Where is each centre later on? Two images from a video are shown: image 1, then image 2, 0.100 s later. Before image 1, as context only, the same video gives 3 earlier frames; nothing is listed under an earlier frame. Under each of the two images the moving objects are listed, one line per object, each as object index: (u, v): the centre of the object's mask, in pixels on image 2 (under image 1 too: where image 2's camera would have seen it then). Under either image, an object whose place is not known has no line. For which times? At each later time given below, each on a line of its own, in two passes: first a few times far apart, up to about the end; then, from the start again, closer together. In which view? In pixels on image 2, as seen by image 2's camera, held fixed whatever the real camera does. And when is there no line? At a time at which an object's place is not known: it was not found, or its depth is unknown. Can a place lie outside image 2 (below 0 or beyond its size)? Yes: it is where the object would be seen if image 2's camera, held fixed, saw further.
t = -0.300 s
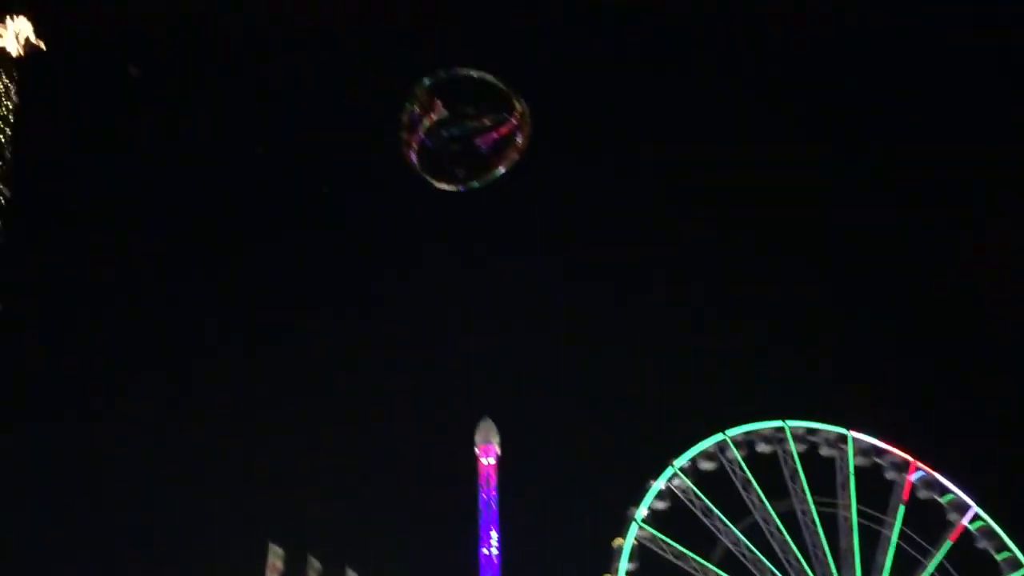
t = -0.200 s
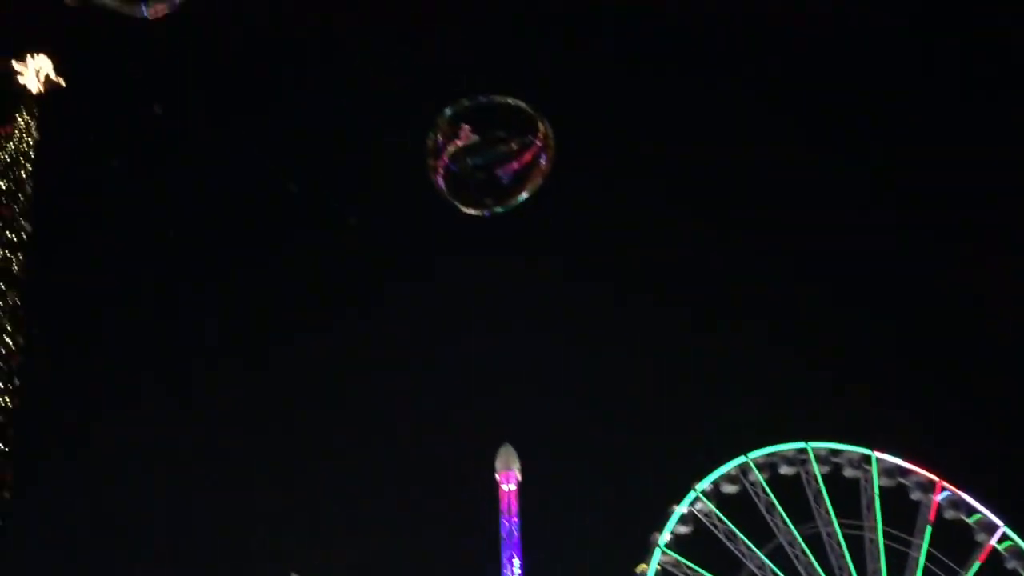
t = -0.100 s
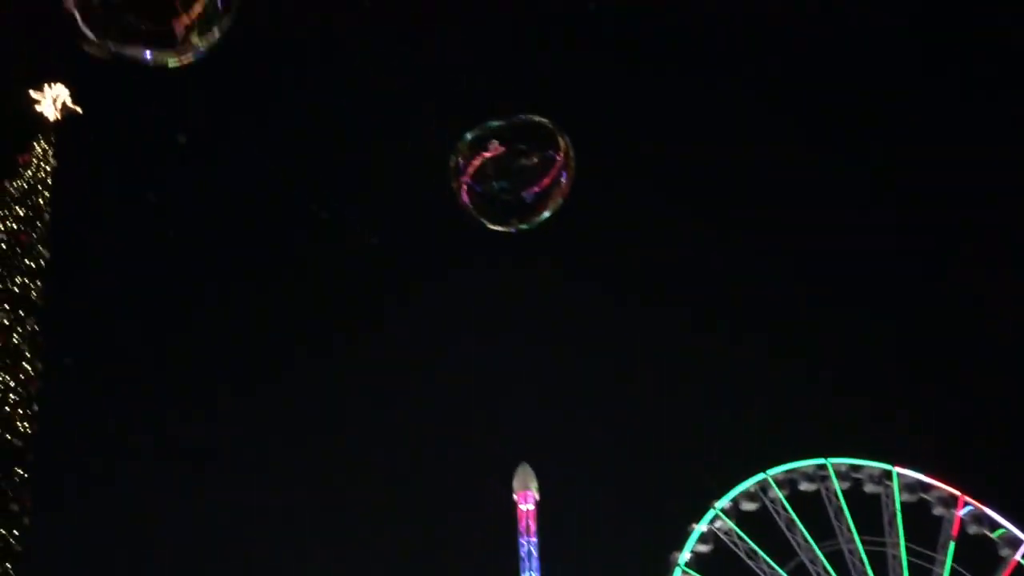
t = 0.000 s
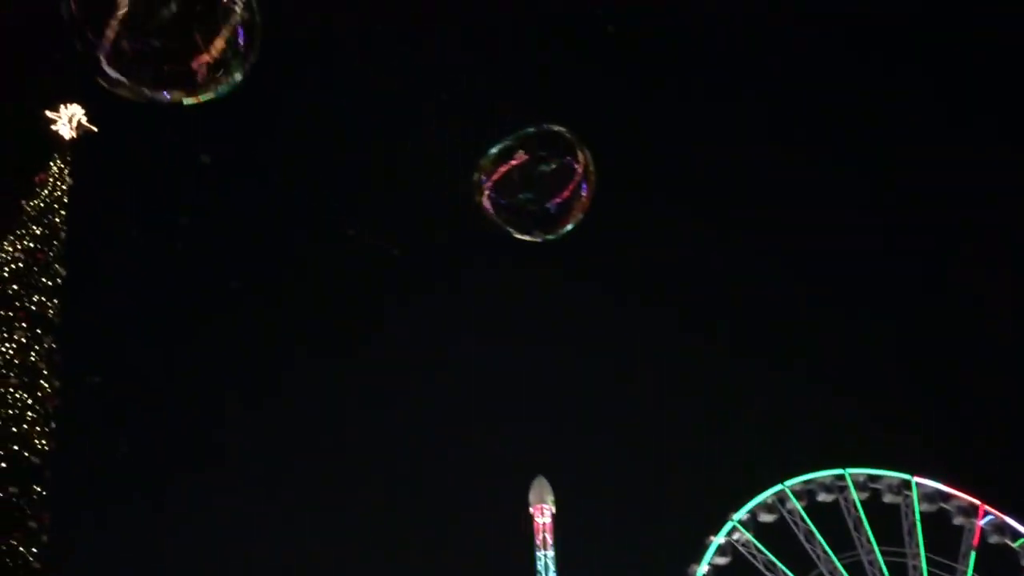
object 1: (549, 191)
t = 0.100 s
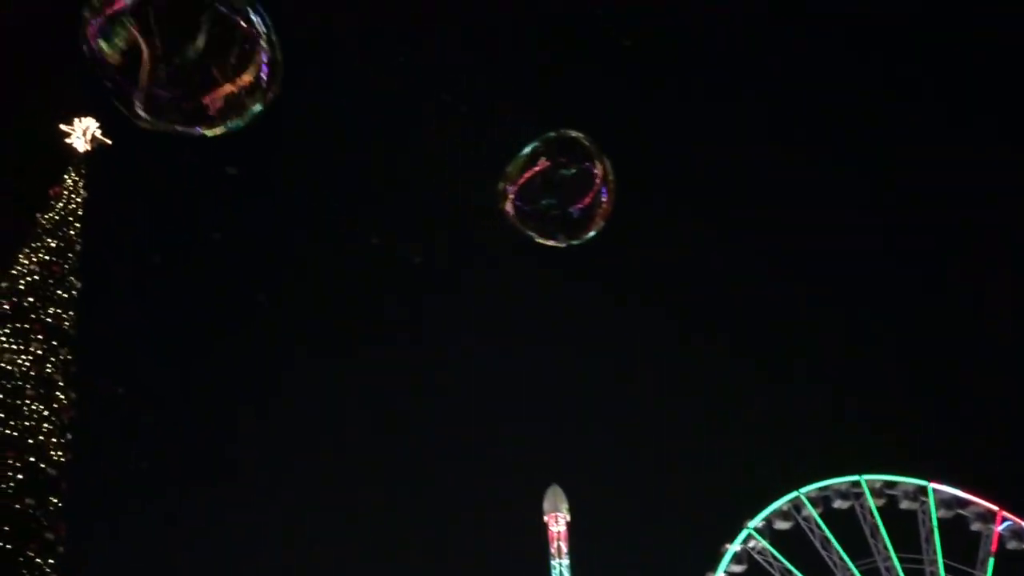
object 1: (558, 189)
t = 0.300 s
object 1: (579, 185)
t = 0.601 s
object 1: (612, 181)
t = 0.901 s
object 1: (641, 177)
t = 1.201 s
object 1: (669, 169)
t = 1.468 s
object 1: (689, 161)
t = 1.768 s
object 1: (712, 152)
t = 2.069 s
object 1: (732, 144)
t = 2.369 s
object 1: (750, 133)
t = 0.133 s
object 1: (562, 188)
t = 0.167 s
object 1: (566, 188)
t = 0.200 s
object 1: (569, 187)
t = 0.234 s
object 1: (573, 186)
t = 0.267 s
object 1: (576, 186)
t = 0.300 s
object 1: (579, 185)
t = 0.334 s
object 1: (583, 185)
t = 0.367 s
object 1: (587, 184)
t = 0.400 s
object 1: (591, 183)
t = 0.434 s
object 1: (595, 183)
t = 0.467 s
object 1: (598, 182)
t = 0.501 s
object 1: (601, 182)
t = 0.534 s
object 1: (605, 182)
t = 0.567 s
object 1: (608, 181)
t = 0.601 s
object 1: (612, 181)
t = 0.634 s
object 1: (614, 180)
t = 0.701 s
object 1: (619, 179)
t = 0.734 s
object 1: (624, 179)
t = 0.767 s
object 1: (628, 179)
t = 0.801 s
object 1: (630, 178)
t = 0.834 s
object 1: (634, 178)
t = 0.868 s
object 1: (637, 177)
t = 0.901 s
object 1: (641, 177)
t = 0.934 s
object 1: (644, 176)
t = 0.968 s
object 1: (647, 175)
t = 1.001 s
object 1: (650, 174)
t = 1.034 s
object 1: (653, 173)
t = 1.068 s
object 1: (657, 172)
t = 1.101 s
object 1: (660, 171)
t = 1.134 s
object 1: (662, 171)
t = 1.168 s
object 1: (666, 170)
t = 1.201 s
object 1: (669, 169)
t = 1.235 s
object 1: (672, 168)
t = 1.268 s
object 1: (674, 167)
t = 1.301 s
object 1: (677, 166)
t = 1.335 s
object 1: (680, 166)
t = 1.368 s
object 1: (682, 165)
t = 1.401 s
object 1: (685, 164)
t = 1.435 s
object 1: (687, 162)
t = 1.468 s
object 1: (689, 161)
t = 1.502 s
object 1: (692, 160)
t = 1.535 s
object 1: (695, 159)
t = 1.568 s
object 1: (697, 158)
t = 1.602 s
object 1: (700, 157)
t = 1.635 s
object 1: (702, 156)
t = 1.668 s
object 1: (705, 155)
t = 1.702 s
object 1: (707, 154)
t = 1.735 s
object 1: (709, 153)
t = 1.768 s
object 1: (712, 152)
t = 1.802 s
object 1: (714, 151)
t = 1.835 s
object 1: (716, 151)
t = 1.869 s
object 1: (718, 150)
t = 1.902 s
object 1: (721, 149)
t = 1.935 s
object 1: (723, 148)
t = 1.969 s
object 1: (726, 147)
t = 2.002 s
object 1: (728, 146)
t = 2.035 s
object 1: (730, 145)
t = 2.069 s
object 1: (732, 144)
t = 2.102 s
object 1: (734, 143)
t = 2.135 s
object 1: (736, 142)
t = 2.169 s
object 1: (739, 141)
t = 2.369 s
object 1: (750, 133)
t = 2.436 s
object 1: (755, 131)
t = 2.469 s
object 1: (758, 131)
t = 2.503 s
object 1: (761, 130)
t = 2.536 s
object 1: (764, 130)
